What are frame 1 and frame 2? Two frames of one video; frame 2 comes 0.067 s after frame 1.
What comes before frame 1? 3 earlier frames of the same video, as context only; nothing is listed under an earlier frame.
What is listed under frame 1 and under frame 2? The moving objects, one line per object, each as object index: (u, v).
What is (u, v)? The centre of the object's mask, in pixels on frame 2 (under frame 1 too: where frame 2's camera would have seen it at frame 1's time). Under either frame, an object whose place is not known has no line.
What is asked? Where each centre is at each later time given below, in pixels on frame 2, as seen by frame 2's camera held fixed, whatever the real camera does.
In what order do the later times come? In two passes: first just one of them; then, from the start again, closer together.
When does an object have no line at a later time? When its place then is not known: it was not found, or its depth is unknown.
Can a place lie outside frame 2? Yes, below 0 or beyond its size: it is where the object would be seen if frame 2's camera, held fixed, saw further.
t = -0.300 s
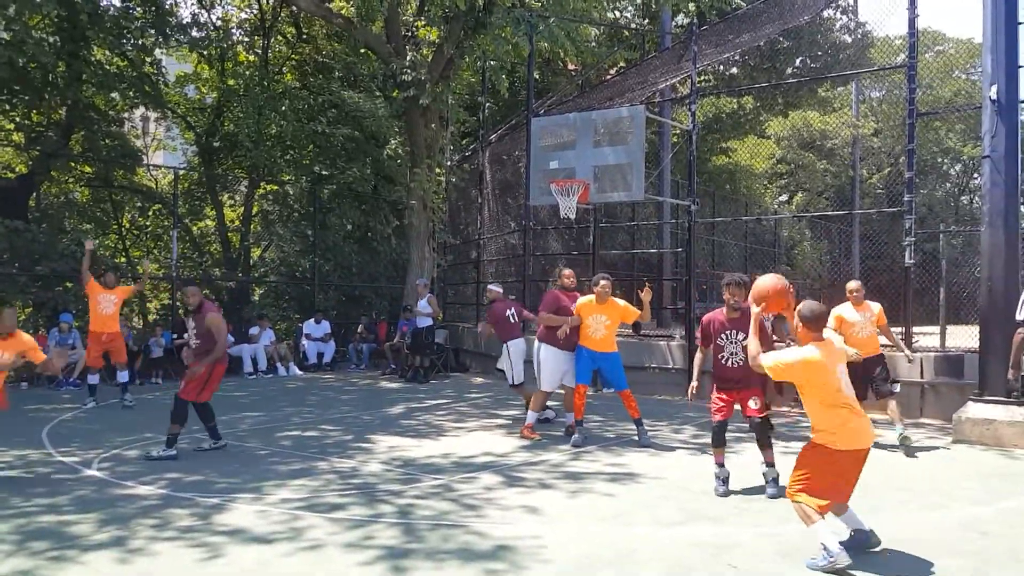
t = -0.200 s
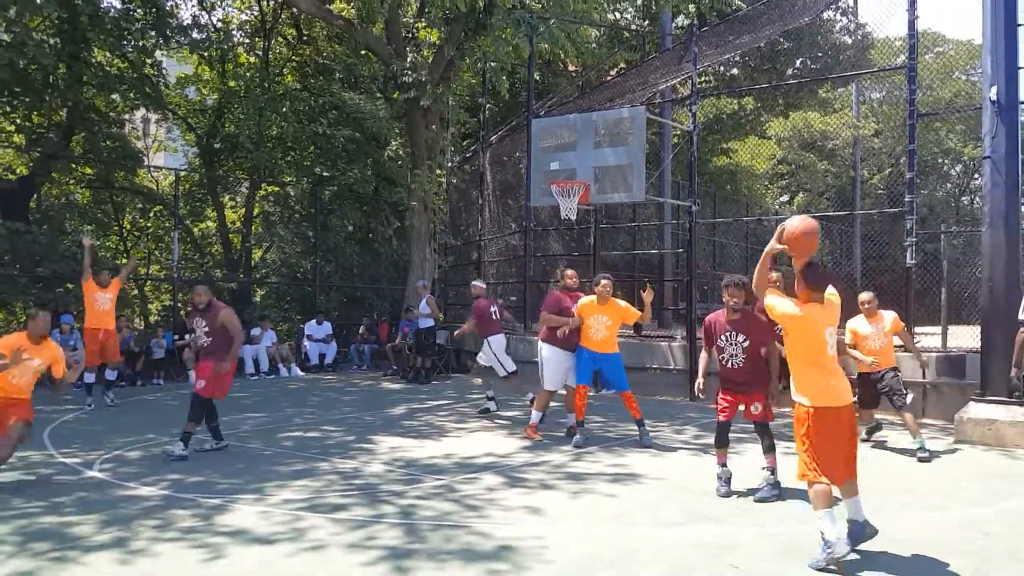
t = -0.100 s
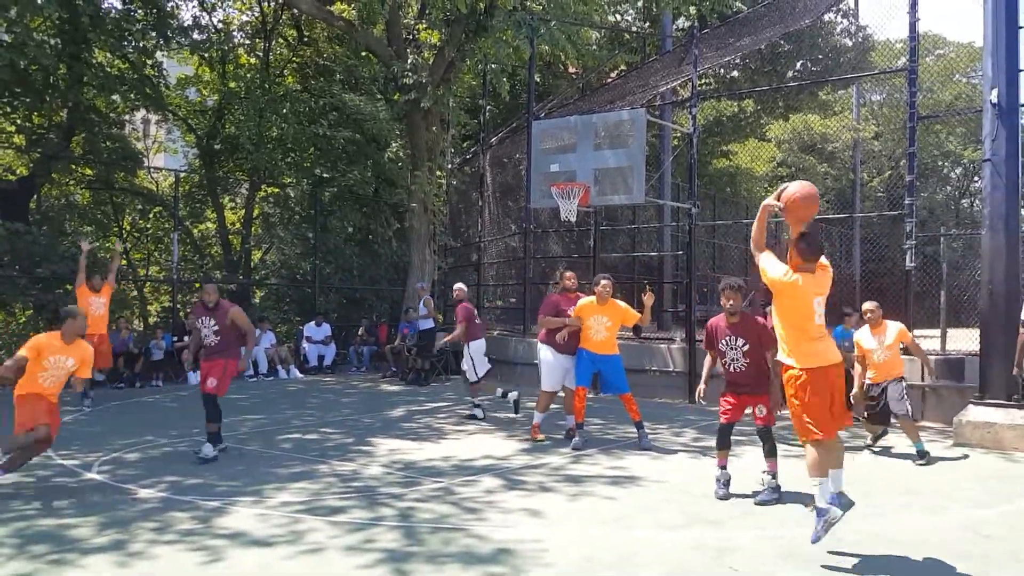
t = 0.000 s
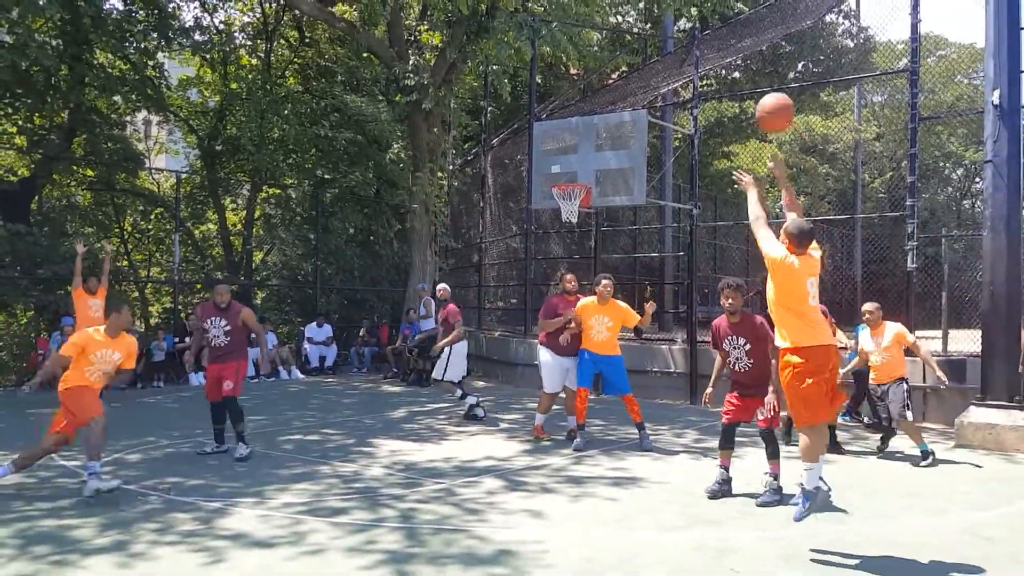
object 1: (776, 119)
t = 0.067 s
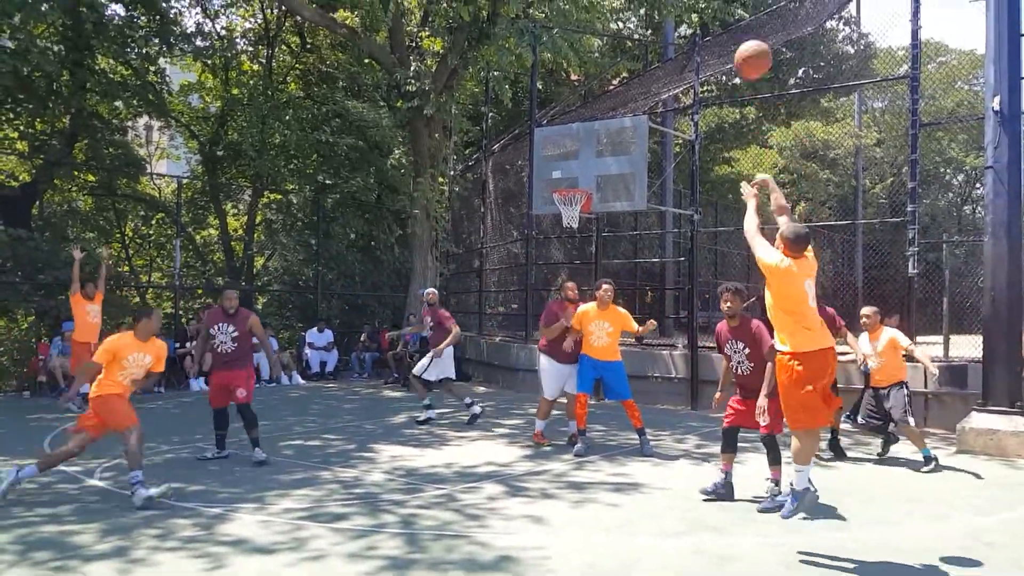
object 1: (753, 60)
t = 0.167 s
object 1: (722, -4)
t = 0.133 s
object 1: (733, 15)
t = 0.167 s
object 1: (722, -4)
